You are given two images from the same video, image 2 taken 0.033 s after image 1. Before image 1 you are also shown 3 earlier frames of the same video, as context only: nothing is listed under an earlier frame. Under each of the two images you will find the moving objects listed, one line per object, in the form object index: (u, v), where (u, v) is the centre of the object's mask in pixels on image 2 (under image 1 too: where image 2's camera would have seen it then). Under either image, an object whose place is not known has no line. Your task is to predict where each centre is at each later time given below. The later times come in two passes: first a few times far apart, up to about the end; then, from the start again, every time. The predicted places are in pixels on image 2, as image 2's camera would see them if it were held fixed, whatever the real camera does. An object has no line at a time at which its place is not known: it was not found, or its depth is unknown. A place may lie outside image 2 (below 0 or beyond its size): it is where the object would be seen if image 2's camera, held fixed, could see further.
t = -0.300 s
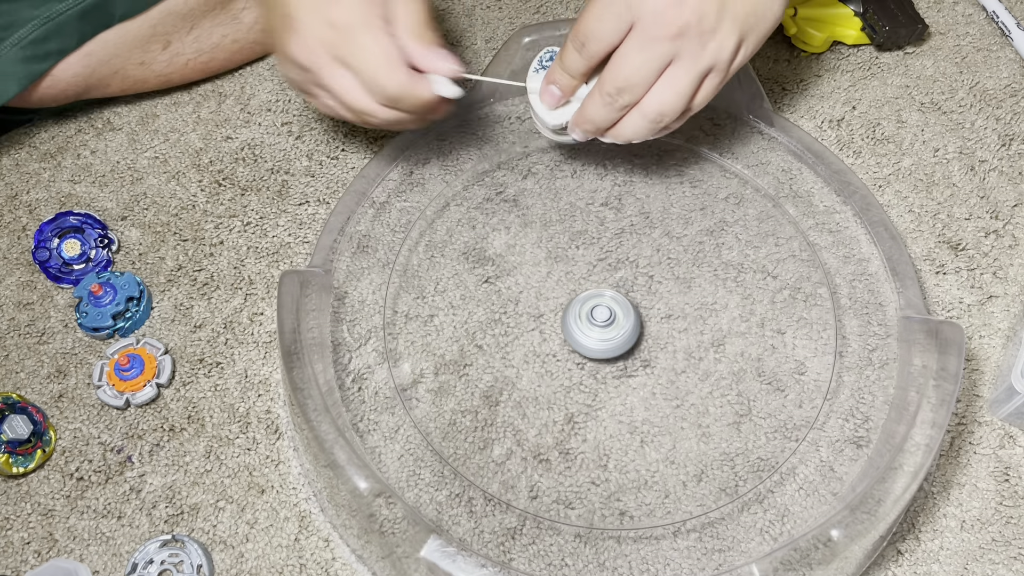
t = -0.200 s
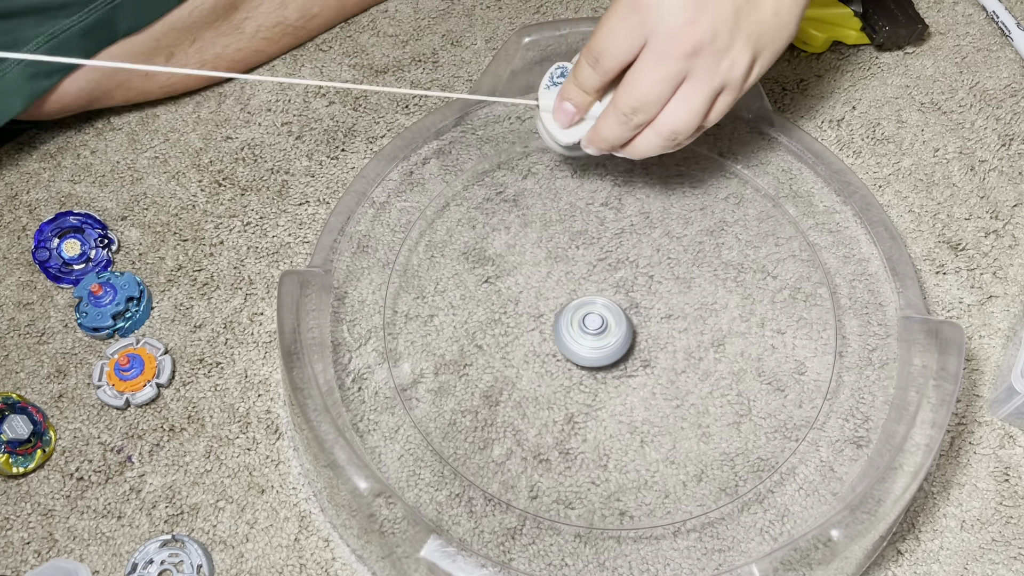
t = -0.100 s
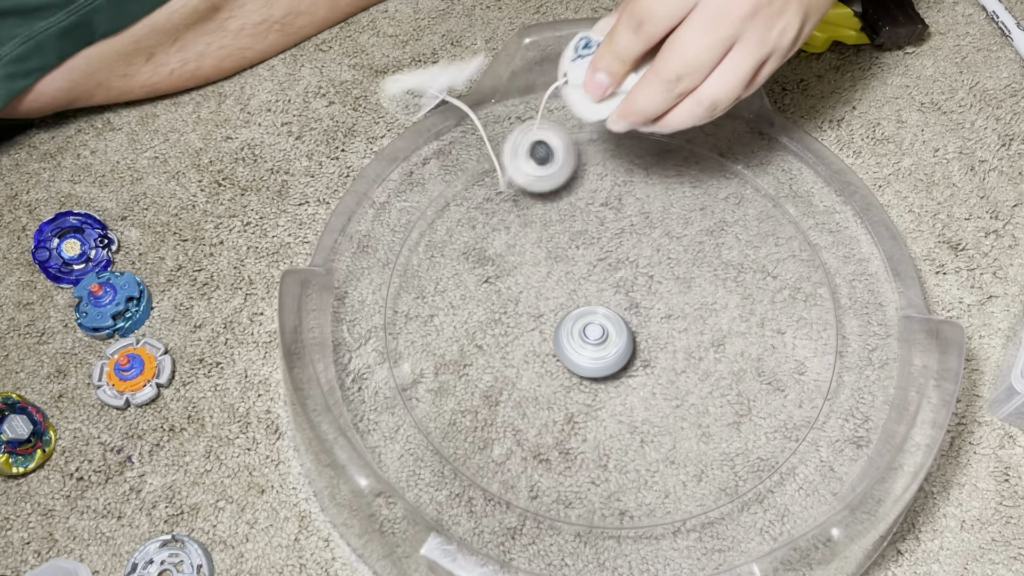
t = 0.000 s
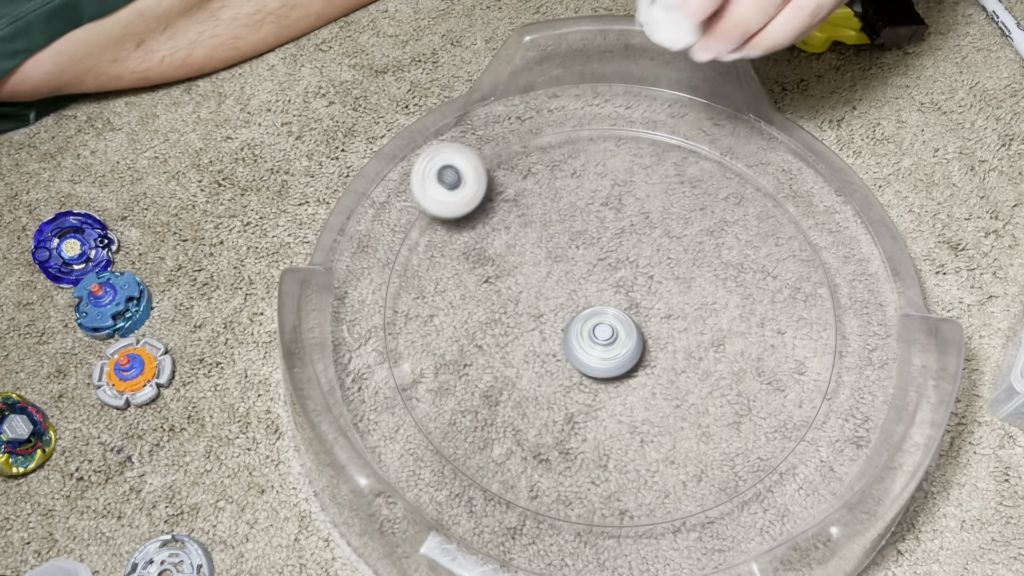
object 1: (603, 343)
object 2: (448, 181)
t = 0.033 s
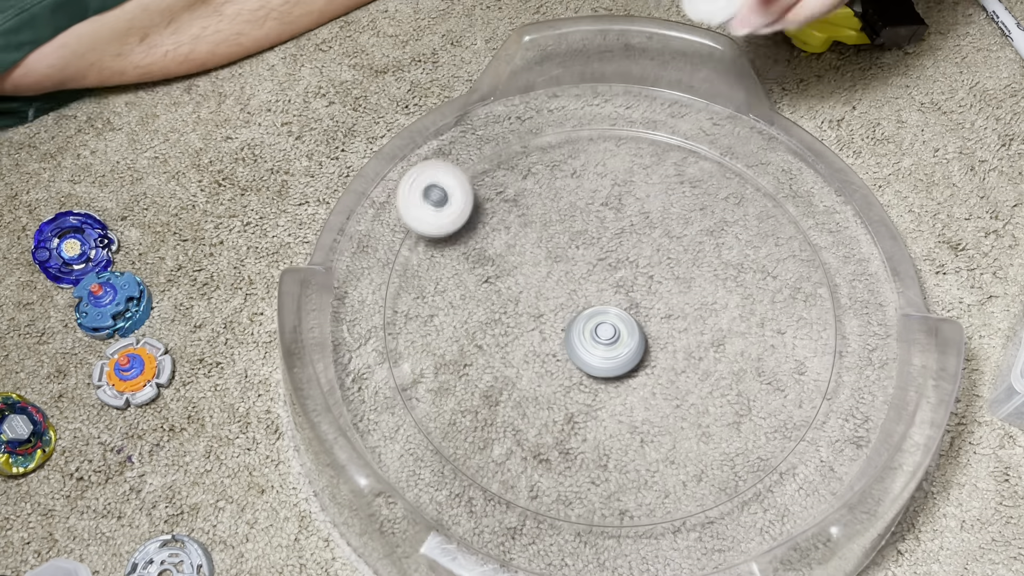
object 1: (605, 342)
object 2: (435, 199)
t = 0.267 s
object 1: (610, 325)
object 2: (405, 255)
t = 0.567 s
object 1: (580, 322)
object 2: (410, 264)
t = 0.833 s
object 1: (590, 335)
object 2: (403, 331)
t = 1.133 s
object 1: (595, 317)
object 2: (416, 392)
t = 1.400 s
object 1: (582, 314)
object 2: (451, 416)
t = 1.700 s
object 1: (592, 316)
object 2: (516, 445)
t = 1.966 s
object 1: (591, 303)
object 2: (565, 456)
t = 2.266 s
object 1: (593, 313)
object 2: (693, 428)
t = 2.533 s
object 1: (608, 304)
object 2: (637, 439)
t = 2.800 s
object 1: (577, 273)
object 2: (797, 369)
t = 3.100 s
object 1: (598, 330)
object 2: (634, 391)
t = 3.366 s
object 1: (522, 209)
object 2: (597, 384)
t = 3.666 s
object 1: (576, 376)
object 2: (836, 356)
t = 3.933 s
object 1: (715, 318)
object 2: (613, 359)
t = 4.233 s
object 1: (694, 235)
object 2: (676, 128)
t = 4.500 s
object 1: (605, 256)
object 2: (745, 260)
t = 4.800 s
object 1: (455, 345)
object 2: (593, 422)
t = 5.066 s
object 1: (434, 297)
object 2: (624, 490)
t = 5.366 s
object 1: (439, 297)
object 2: (766, 426)
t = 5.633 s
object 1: (490, 360)
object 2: (786, 418)
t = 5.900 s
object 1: (597, 341)
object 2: (780, 371)
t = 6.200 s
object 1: (622, 276)
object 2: (771, 245)
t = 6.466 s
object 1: (621, 272)
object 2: (741, 248)
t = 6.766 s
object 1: (613, 286)
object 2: (687, 233)
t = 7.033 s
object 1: (630, 371)
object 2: (766, 241)
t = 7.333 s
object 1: (627, 525)
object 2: (762, 184)
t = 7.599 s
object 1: (721, 481)
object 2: (717, 165)
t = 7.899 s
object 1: (706, 422)
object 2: (605, 213)
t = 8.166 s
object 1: (644, 359)
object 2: (505, 186)
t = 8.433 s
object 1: (575, 344)
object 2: (526, 234)
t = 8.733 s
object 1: (607, 387)
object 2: (604, 205)
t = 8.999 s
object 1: (598, 391)
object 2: (636, 281)
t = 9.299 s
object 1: (632, 358)
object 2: (700, 308)
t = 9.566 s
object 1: (599, 326)
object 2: (692, 309)
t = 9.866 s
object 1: (572, 315)
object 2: (747, 335)
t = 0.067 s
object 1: (607, 341)
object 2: (423, 211)
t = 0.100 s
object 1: (610, 339)
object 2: (417, 226)
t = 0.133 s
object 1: (611, 337)
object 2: (411, 232)
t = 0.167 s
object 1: (612, 334)
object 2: (411, 243)
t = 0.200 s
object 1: (613, 331)
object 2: (404, 250)
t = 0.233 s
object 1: (612, 327)
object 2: (406, 254)
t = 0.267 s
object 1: (610, 325)
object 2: (405, 255)
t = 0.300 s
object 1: (608, 322)
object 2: (406, 256)
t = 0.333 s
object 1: (604, 320)
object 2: (404, 257)
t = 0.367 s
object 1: (601, 318)
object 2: (404, 256)
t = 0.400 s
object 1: (597, 317)
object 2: (405, 256)
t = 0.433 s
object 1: (593, 317)
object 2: (404, 256)
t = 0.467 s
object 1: (589, 317)
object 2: (405, 256)
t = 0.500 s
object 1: (586, 318)
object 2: (405, 257)
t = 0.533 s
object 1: (583, 320)
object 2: (405, 259)
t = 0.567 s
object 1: (580, 322)
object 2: (410, 264)
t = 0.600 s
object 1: (579, 325)
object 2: (408, 271)
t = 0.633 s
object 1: (579, 327)
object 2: (399, 280)
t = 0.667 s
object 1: (580, 331)
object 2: (401, 285)
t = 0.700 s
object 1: (581, 333)
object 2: (409, 295)
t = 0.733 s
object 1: (583, 334)
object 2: (408, 305)
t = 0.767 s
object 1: (586, 335)
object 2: (401, 317)
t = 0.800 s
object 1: (588, 336)
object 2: (395, 325)
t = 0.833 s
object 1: (590, 335)
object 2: (403, 331)
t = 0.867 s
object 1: (593, 335)
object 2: (405, 339)
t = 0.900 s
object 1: (595, 333)
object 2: (400, 350)
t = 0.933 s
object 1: (597, 332)
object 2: (406, 349)
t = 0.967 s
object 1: (598, 330)
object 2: (419, 350)
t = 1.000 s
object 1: (599, 328)
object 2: (427, 354)
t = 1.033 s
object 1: (599, 325)
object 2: (430, 362)
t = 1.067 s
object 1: (598, 322)
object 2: (428, 373)
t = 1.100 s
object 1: (597, 319)
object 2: (420, 388)
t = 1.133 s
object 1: (595, 317)
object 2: (416, 392)
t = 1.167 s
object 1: (593, 315)
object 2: (421, 387)
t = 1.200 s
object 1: (591, 314)
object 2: (427, 389)
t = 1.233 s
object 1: (589, 312)
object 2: (430, 394)
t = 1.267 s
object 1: (588, 312)
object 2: (431, 404)
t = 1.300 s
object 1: (586, 312)
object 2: (429, 416)
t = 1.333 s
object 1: (583, 313)
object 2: (438, 411)
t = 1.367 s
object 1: (582, 313)
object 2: (445, 412)
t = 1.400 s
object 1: (582, 314)
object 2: (451, 416)
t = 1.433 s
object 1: (581, 316)
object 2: (456, 427)
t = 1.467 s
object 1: (581, 318)
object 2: (458, 440)
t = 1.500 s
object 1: (582, 319)
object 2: (460, 445)
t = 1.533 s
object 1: (583, 321)
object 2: (467, 435)
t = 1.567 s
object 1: (585, 321)
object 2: (475, 431)
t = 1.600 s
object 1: (587, 321)
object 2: (486, 431)
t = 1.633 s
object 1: (589, 320)
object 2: (498, 435)
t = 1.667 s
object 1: (591, 318)
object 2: (508, 440)
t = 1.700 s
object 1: (592, 316)
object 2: (516, 445)
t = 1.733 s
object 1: (594, 314)
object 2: (522, 451)
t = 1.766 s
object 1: (594, 312)
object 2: (529, 456)
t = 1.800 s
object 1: (595, 310)
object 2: (535, 459)
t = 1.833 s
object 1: (594, 309)
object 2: (542, 461)
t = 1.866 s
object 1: (594, 307)
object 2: (549, 462)
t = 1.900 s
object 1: (593, 306)
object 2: (555, 461)
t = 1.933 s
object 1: (592, 304)
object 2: (561, 459)
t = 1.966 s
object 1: (591, 303)
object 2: (565, 456)
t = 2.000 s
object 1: (589, 303)
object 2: (570, 451)
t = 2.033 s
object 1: (588, 303)
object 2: (575, 444)
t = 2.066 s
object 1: (586, 303)
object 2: (582, 436)
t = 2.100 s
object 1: (585, 305)
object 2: (593, 428)
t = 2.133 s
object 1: (585, 307)
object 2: (609, 421)
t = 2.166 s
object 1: (586, 309)
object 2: (627, 417)
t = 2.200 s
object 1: (587, 311)
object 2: (650, 416)
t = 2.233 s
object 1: (590, 312)
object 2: (672, 420)
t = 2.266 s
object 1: (593, 313)
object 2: (693, 428)
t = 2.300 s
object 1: (596, 312)
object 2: (708, 441)
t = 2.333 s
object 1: (599, 312)
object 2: (721, 458)
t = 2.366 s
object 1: (602, 311)
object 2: (732, 479)
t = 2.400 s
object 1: (606, 311)
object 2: (708, 482)
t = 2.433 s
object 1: (608, 309)
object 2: (680, 485)
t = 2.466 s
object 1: (609, 308)
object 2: (663, 475)
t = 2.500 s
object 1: (609, 306)
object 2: (649, 460)
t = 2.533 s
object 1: (608, 304)
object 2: (637, 439)
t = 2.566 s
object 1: (608, 302)
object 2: (629, 413)
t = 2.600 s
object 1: (608, 301)
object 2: (631, 385)
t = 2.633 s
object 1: (606, 298)
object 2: (642, 357)
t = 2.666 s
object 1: (599, 283)
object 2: (669, 352)
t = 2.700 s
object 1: (593, 273)
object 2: (701, 346)
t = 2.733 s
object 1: (588, 269)
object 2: (734, 345)
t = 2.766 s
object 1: (583, 269)
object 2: (767, 353)
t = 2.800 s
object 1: (577, 273)
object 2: (797, 369)
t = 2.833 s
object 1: (572, 279)
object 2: (822, 391)
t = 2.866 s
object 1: (569, 286)
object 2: (806, 411)
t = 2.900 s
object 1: (568, 295)
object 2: (783, 438)
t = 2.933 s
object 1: (570, 303)
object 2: (767, 448)
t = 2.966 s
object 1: (572, 311)
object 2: (745, 454)
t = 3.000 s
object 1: (577, 319)
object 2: (720, 450)
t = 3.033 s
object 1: (584, 325)
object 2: (690, 439)
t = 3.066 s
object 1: (591, 329)
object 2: (658, 420)
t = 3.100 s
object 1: (598, 330)
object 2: (634, 391)
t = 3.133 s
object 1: (586, 291)
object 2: (646, 405)
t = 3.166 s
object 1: (571, 254)
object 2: (659, 428)
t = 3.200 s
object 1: (560, 226)
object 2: (661, 442)
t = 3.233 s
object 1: (553, 204)
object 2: (651, 450)
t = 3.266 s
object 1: (546, 193)
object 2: (633, 447)
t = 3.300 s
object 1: (541, 191)
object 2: (613, 434)
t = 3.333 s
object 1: (534, 196)
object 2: (600, 411)
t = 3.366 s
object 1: (522, 209)
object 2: (597, 384)
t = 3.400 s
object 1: (510, 226)
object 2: (605, 356)
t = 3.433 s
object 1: (501, 247)
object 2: (623, 331)
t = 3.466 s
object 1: (497, 270)
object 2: (649, 311)
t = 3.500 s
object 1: (498, 292)
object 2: (680, 299)
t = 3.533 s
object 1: (505, 314)
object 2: (714, 294)
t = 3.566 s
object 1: (517, 335)
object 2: (749, 299)
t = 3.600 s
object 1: (533, 353)
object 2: (781, 312)
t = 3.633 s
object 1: (554, 367)
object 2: (812, 332)
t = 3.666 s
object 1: (576, 376)
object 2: (836, 356)
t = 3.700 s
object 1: (604, 382)
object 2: (817, 385)
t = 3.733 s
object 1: (630, 382)
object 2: (795, 415)
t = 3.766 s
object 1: (652, 379)
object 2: (770, 429)
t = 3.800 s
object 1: (672, 372)
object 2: (737, 433)
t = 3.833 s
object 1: (687, 359)
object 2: (700, 429)
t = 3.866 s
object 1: (700, 347)
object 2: (662, 415)
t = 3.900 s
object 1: (709, 333)
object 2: (633, 391)
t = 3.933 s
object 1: (715, 318)
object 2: (613, 359)
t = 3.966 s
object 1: (715, 301)
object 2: (605, 327)
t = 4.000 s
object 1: (714, 286)
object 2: (608, 294)
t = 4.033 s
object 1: (710, 273)
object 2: (621, 263)
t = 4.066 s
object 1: (712, 262)
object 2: (627, 229)
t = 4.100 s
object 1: (722, 256)
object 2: (619, 197)
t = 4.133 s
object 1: (721, 252)
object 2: (621, 166)
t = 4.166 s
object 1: (714, 246)
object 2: (632, 137)
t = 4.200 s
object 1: (704, 240)
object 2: (654, 122)
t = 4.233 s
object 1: (694, 235)
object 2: (676, 128)
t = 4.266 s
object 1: (680, 231)
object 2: (698, 143)
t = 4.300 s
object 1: (667, 230)
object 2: (714, 142)
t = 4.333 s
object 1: (655, 231)
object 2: (734, 150)
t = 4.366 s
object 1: (644, 233)
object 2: (755, 163)
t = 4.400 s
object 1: (633, 237)
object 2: (772, 186)
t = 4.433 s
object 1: (623, 242)
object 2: (777, 211)
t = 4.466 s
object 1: (613, 248)
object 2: (766, 234)
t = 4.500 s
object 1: (605, 256)
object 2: (745, 260)
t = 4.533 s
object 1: (598, 265)
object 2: (716, 280)
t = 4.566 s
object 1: (592, 274)
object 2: (681, 293)
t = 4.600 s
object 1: (568, 274)
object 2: (671, 307)
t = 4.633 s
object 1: (530, 270)
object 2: (684, 334)
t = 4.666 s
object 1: (496, 272)
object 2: (696, 369)
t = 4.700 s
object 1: (472, 280)
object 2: (683, 388)
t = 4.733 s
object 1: (455, 296)
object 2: (665, 412)
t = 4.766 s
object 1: (450, 318)
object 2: (634, 421)
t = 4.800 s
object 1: (455, 345)
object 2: (593, 422)
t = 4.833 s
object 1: (466, 373)
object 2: (553, 412)
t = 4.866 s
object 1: (425, 357)
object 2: (586, 432)
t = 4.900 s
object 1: (384, 332)
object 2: (628, 453)
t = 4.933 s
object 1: (368, 310)
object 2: (654, 468)
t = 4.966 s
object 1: (378, 297)
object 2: (667, 481)
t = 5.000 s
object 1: (392, 294)
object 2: (669, 496)
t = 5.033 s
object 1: (414, 293)
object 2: (656, 503)
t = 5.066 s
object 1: (434, 297)
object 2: (624, 490)
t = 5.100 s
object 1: (452, 305)
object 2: (598, 480)
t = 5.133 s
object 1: (468, 316)
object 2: (584, 469)
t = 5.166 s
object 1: (482, 327)
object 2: (577, 455)
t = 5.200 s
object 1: (493, 337)
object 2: (571, 438)
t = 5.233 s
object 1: (504, 346)
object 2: (570, 415)
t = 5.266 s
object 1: (509, 350)
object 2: (584, 396)
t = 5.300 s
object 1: (478, 325)
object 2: (658, 406)
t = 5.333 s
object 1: (454, 306)
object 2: (719, 415)
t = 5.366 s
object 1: (439, 297)
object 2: (766, 426)
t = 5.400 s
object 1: (430, 295)
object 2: (800, 440)
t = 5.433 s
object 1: (428, 300)
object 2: (810, 451)
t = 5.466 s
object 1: (432, 309)
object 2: (824, 463)
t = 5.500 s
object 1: (440, 319)
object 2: (814, 451)
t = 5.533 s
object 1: (450, 331)
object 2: (796, 442)
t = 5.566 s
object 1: (462, 342)
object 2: (786, 434)
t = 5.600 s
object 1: (475, 352)
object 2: (783, 427)
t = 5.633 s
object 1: (490, 360)
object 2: (786, 418)
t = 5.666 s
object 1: (507, 365)
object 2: (795, 411)
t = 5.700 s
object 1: (523, 366)
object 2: (806, 402)
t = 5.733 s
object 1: (538, 366)
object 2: (819, 396)
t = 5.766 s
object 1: (552, 363)
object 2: (831, 390)
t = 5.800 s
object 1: (565, 359)
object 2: (821, 389)
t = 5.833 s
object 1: (577, 354)
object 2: (804, 388)
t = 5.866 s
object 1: (588, 348)
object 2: (791, 382)
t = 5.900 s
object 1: (597, 341)
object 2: (780, 371)
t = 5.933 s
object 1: (605, 333)
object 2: (769, 359)
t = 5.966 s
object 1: (612, 323)
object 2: (760, 346)
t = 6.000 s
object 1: (618, 314)
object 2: (753, 332)
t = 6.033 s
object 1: (623, 304)
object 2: (749, 315)
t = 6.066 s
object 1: (625, 295)
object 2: (748, 298)
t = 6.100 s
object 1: (625, 287)
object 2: (749, 282)
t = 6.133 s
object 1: (624, 281)
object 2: (754, 266)
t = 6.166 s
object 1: (623, 278)
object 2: (762, 254)
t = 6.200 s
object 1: (622, 276)
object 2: (771, 245)
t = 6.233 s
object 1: (621, 275)
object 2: (778, 241)
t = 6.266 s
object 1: (621, 274)
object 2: (781, 237)
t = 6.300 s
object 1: (620, 273)
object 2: (781, 235)
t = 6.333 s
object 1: (620, 272)
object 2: (777, 234)
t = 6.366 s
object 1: (620, 272)
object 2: (771, 234)
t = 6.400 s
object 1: (620, 272)
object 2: (764, 237)
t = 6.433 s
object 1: (620, 272)
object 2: (754, 242)
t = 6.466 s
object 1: (621, 272)
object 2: (741, 248)
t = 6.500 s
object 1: (621, 272)
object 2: (724, 252)
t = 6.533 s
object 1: (622, 272)
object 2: (702, 254)
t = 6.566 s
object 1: (614, 275)
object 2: (694, 248)
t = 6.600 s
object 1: (608, 277)
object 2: (692, 246)
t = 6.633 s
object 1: (606, 279)
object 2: (690, 241)
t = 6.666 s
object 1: (606, 281)
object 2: (690, 236)
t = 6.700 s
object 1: (608, 283)
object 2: (689, 232)
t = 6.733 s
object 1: (610, 285)
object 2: (688, 232)
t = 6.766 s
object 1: (613, 286)
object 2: (687, 233)
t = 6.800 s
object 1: (616, 288)
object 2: (683, 236)
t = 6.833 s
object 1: (618, 290)
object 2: (678, 238)
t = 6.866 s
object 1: (604, 312)
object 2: (696, 219)
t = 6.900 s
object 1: (597, 331)
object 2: (714, 209)
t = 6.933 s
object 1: (597, 347)
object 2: (733, 208)
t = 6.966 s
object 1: (604, 358)
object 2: (751, 213)
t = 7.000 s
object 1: (615, 366)
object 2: (763, 224)
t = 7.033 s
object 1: (630, 371)
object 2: (766, 241)
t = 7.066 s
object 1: (644, 373)
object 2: (761, 263)
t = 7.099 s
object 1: (659, 373)
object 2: (745, 285)
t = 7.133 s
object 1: (672, 370)
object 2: (722, 300)
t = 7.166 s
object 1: (649, 410)
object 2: (727, 267)
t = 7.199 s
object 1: (623, 455)
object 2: (739, 227)
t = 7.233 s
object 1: (605, 491)
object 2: (746, 198)
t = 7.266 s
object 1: (599, 517)
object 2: (755, 176)
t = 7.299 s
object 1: (611, 523)
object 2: (761, 172)
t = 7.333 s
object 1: (627, 525)
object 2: (762, 184)
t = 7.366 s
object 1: (647, 524)
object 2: (761, 186)
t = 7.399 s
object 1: (670, 518)
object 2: (757, 184)
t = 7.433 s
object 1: (690, 511)
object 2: (752, 178)
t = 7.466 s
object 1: (703, 504)
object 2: (746, 170)
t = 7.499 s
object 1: (712, 498)
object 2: (741, 163)
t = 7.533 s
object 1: (718, 492)
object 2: (736, 165)
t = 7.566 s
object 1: (720, 486)
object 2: (728, 165)
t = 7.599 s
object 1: (721, 481)
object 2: (717, 165)
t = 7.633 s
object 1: (722, 476)
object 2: (708, 165)
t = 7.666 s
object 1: (721, 471)
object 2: (697, 168)
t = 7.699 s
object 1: (720, 466)
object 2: (687, 172)
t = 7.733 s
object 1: (719, 460)
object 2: (676, 177)
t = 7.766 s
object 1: (718, 454)
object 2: (666, 184)
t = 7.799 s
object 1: (716, 447)
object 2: (654, 192)
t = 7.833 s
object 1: (713, 439)
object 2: (639, 200)
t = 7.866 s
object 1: (710, 431)
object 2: (623, 208)
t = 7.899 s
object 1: (706, 422)
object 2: (605, 213)
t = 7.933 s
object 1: (701, 414)
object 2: (585, 216)
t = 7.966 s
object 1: (695, 406)
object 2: (566, 216)
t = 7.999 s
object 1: (689, 398)
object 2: (549, 212)
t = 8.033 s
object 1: (681, 389)
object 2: (533, 207)
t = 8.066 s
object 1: (673, 381)
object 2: (522, 199)
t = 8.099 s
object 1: (664, 373)
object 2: (513, 191)
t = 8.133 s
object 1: (654, 366)
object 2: (508, 186)
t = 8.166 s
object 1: (644, 359)
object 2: (505, 186)
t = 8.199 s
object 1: (633, 352)
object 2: (505, 187)
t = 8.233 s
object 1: (623, 345)
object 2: (506, 191)
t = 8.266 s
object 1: (611, 339)
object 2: (509, 197)
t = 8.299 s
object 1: (601, 333)
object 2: (515, 205)
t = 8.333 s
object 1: (589, 329)
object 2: (524, 217)
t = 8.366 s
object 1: (578, 325)
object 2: (532, 233)
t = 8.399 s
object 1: (568, 321)
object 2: (538, 252)
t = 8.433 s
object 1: (575, 344)
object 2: (526, 234)
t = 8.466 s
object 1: (584, 371)
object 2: (512, 212)
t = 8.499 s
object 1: (589, 393)
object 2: (511, 195)
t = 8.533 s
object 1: (591, 406)
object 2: (516, 180)
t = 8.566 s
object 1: (595, 411)
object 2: (524, 169)
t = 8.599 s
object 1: (598, 410)
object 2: (539, 164)
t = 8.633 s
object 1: (601, 406)
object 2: (555, 166)
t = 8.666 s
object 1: (603, 401)
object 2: (573, 174)
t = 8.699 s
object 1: (605, 394)
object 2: (589, 187)
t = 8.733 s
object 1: (607, 387)
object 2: (604, 205)
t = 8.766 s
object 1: (608, 379)
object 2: (613, 226)
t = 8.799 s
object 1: (609, 371)
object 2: (619, 249)
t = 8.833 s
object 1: (609, 363)
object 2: (622, 271)
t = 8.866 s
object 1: (609, 361)
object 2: (623, 284)
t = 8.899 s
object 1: (608, 370)
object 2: (627, 284)
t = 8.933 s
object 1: (602, 372)
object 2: (630, 291)
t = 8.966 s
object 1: (600, 372)
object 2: (630, 300)
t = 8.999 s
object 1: (598, 391)
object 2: (636, 281)
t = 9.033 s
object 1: (598, 402)
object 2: (645, 270)
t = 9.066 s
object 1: (601, 406)
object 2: (656, 261)
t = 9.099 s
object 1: (607, 404)
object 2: (670, 256)
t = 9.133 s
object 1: (613, 398)
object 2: (685, 254)
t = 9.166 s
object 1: (618, 391)
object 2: (699, 258)
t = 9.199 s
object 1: (622, 384)
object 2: (708, 267)
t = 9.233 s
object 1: (626, 375)
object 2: (713, 281)
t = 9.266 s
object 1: (629, 367)
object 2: (710, 294)
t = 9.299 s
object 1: (632, 358)
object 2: (700, 308)
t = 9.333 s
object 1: (622, 356)
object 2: (701, 308)
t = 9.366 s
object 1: (611, 354)
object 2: (706, 307)
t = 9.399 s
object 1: (603, 349)
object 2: (710, 307)
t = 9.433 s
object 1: (599, 344)
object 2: (710, 308)
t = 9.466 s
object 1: (598, 338)
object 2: (708, 309)
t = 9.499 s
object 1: (598, 334)
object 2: (705, 310)
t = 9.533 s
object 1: (598, 330)
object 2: (699, 310)
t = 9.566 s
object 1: (599, 326)
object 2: (692, 309)
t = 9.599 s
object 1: (600, 323)
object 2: (682, 308)
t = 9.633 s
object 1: (591, 320)
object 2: (687, 301)
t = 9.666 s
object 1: (575, 322)
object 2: (705, 297)
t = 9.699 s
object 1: (566, 320)
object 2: (719, 296)
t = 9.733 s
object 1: (563, 319)
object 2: (732, 298)
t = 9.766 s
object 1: (564, 318)
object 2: (744, 303)
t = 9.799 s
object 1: (566, 317)
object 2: (753, 311)
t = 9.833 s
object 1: (569, 316)
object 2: (754, 323)
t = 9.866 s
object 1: (572, 315)
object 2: (747, 335)
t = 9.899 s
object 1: (576, 313)
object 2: (733, 343)
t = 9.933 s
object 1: (579, 312)
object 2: (714, 346)
